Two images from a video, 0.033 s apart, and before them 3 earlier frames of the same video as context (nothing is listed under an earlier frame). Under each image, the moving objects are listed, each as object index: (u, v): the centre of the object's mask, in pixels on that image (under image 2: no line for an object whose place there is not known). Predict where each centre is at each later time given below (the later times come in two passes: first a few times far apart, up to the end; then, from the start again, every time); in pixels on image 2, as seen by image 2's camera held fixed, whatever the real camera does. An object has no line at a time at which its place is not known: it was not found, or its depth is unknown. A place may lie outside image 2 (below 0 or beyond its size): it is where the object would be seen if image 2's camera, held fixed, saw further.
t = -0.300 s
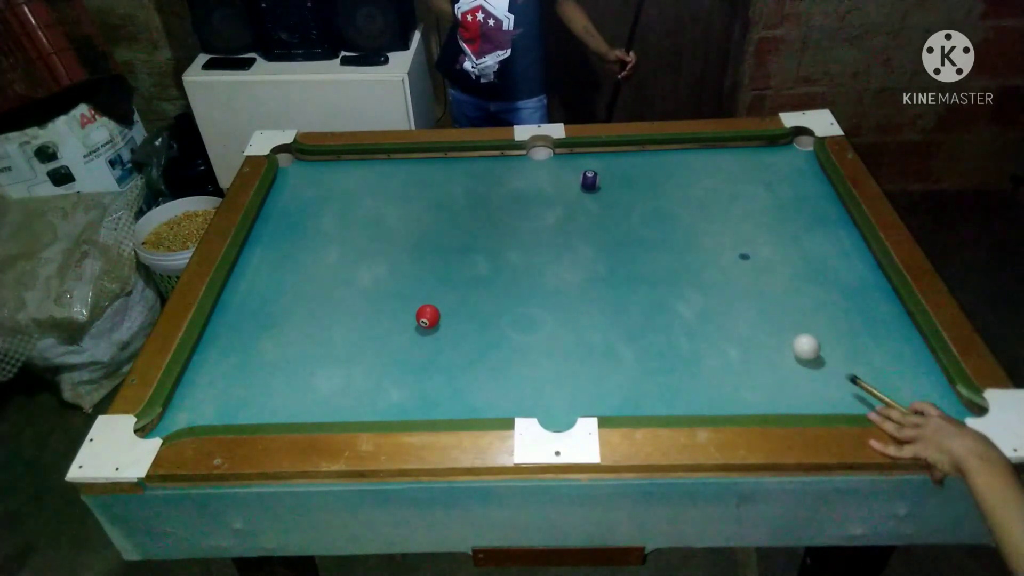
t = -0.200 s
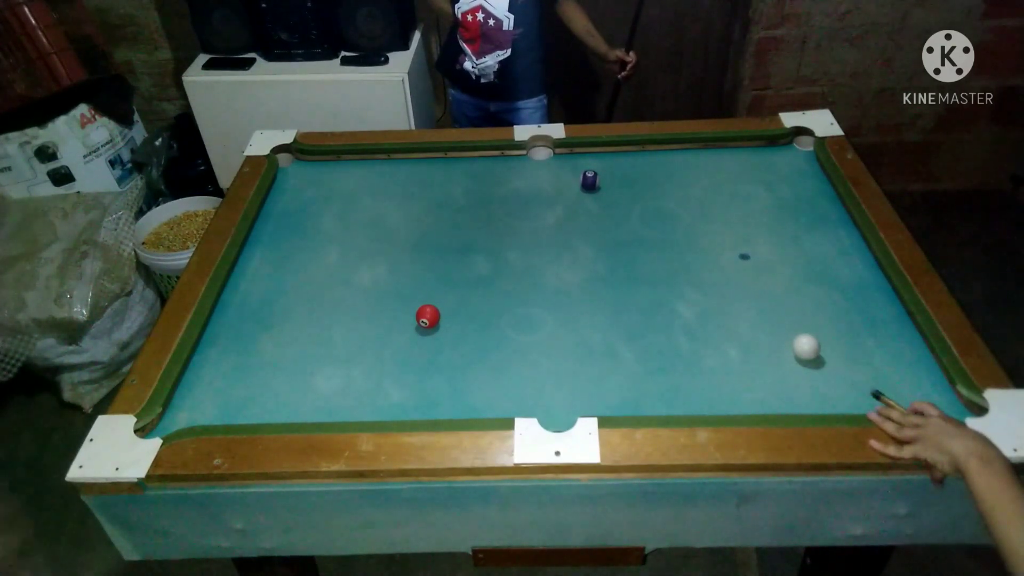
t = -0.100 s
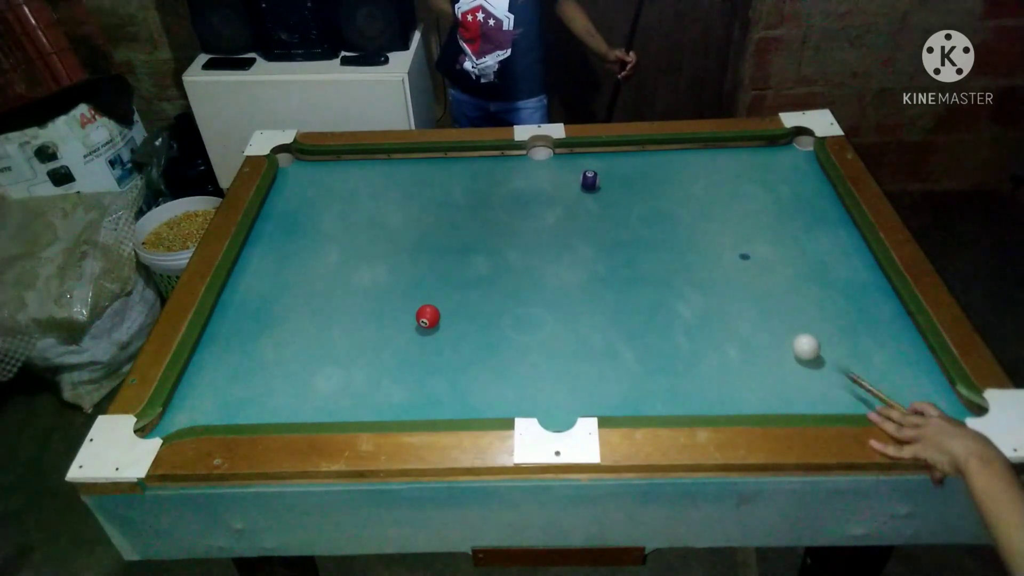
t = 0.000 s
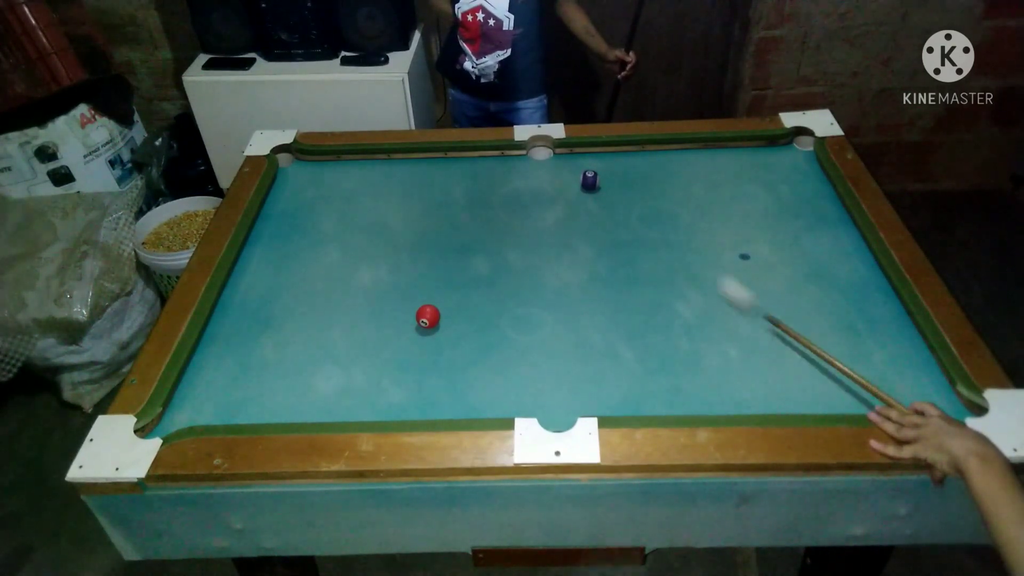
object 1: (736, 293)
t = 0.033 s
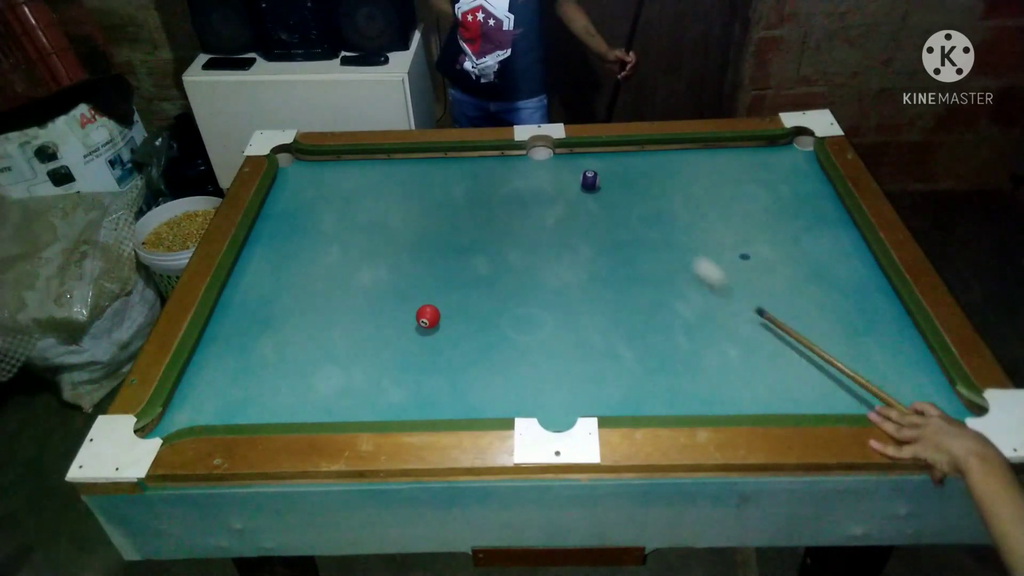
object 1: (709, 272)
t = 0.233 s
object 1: (603, 189)
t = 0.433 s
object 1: (588, 171)
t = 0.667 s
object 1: (571, 153)
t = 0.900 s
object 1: (562, 167)
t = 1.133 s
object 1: (554, 180)
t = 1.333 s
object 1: (549, 189)
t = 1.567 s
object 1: (544, 198)
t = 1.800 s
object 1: (540, 205)
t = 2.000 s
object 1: (539, 209)
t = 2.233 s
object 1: (537, 212)
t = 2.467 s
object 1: (535, 213)
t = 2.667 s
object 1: (535, 213)
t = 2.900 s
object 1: (536, 213)
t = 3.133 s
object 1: (535, 213)
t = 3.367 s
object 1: (535, 213)
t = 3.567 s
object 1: (535, 213)
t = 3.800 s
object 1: (536, 213)
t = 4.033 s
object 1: (535, 213)
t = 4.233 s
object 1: (535, 213)
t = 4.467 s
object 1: (535, 213)
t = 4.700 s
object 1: (535, 213)
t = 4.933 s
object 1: (535, 213)
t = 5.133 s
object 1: (535, 213)
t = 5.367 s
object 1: (536, 213)
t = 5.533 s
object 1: (535, 213)
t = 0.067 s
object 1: (687, 255)
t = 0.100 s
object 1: (665, 238)
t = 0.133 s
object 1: (645, 222)
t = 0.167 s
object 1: (626, 207)
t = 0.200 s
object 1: (608, 194)
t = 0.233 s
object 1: (603, 189)
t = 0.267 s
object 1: (602, 187)
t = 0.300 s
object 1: (600, 184)
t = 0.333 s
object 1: (597, 181)
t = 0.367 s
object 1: (594, 177)
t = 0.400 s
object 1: (591, 174)
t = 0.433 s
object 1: (588, 171)
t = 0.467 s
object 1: (585, 168)
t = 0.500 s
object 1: (583, 165)
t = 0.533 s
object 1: (580, 161)
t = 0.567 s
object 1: (577, 158)
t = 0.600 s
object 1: (575, 156)
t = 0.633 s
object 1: (572, 153)
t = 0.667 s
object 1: (571, 153)
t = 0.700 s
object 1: (569, 156)
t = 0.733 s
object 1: (568, 158)
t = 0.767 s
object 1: (567, 159)
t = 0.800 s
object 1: (566, 162)
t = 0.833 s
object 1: (564, 164)
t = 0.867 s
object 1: (563, 166)
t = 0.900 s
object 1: (562, 167)
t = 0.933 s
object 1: (561, 169)
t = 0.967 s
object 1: (560, 171)
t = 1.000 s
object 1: (559, 173)
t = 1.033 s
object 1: (557, 175)
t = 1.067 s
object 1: (556, 176)
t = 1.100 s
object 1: (556, 178)
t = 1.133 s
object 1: (554, 180)
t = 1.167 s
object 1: (553, 181)
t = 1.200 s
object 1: (552, 183)
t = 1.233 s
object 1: (551, 185)
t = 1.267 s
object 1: (550, 186)
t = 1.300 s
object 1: (549, 188)
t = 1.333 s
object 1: (549, 189)
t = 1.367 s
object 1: (548, 191)
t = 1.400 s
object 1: (547, 192)
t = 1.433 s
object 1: (546, 193)
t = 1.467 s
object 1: (545, 194)
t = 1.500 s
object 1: (545, 195)
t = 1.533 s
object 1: (544, 197)
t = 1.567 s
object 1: (544, 198)
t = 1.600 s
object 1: (543, 199)
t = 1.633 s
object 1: (543, 200)
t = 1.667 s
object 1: (542, 201)
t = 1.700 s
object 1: (542, 203)
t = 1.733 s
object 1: (541, 203)
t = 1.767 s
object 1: (541, 204)
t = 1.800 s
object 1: (540, 205)
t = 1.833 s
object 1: (540, 206)
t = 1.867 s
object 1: (540, 206)
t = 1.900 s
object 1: (539, 207)
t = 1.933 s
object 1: (539, 208)
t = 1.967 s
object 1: (539, 209)
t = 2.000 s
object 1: (539, 209)
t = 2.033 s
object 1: (538, 209)
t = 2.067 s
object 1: (538, 210)
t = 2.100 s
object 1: (538, 210)
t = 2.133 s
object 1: (537, 211)
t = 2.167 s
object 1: (537, 211)
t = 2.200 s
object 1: (537, 211)
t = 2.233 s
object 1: (537, 212)
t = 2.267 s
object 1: (537, 212)
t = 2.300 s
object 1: (536, 212)
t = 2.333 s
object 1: (536, 212)
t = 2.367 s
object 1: (536, 212)
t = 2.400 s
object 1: (535, 213)
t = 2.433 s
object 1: (535, 213)
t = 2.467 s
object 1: (535, 213)
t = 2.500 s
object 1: (535, 213)
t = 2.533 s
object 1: (535, 213)
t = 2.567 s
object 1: (536, 213)
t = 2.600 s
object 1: (535, 213)
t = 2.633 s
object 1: (535, 213)
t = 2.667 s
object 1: (535, 213)
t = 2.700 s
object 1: (535, 213)
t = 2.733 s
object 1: (536, 213)
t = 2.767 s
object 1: (536, 213)
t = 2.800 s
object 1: (535, 213)
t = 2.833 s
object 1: (535, 213)
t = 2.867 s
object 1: (536, 213)
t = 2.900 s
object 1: (536, 213)
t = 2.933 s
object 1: (535, 213)
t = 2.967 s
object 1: (536, 213)
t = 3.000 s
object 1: (535, 213)
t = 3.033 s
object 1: (535, 213)
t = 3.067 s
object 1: (536, 213)
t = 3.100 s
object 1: (535, 213)
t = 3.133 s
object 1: (535, 213)
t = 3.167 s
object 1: (536, 213)
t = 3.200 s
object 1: (536, 213)
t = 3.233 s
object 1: (536, 213)
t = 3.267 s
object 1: (535, 213)
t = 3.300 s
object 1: (535, 213)
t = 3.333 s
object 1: (535, 213)
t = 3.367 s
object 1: (535, 213)
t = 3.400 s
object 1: (535, 213)
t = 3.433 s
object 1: (536, 213)
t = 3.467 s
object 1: (535, 213)
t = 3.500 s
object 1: (535, 213)
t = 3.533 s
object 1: (535, 213)
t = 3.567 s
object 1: (535, 213)
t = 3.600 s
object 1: (535, 213)
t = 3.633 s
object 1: (535, 213)
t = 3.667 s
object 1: (535, 213)
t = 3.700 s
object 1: (535, 213)
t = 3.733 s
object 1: (535, 213)
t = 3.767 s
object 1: (536, 213)
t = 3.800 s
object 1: (536, 213)
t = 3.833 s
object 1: (536, 213)
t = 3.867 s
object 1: (536, 213)
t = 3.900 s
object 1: (536, 213)
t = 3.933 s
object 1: (535, 213)
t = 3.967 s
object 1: (536, 213)
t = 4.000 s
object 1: (535, 213)
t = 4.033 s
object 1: (535, 213)
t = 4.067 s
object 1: (535, 213)
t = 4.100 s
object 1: (535, 213)
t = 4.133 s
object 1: (535, 213)
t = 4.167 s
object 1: (535, 213)
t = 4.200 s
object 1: (535, 213)
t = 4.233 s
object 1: (535, 213)
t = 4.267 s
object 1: (535, 213)
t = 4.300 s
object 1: (535, 213)
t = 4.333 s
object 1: (535, 213)
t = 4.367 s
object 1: (535, 213)
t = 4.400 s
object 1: (535, 213)
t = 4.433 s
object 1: (535, 213)
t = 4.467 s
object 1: (535, 213)
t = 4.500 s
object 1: (535, 213)
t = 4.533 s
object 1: (535, 213)
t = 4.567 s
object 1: (535, 213)
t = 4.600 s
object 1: (535, 213)
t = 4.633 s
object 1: (535, 213)
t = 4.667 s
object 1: (535, 213)
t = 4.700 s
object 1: (535, 213)
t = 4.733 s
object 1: (535, 213)
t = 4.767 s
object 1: (535, 213)
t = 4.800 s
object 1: (535, 213)
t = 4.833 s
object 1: (535, 213)
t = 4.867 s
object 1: (535, 213)
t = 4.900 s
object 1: (535, 213)
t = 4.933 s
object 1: (535, 213)
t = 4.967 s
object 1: (535, 213)
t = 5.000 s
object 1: (535, 213)
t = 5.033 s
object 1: (535, 213)
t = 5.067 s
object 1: (535, 213)
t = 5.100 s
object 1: (535, 213)
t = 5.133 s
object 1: (535, 213)
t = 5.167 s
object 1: (535, 213)
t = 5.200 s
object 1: (535, 213)
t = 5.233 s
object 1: (535, 213)
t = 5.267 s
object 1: (535, 213)
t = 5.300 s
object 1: (536, 213)
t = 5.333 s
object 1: (536, 213)
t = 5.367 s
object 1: (536, 213)
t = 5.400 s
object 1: (535, 213)
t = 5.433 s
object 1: (536, 213)
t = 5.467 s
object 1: (536, 213)
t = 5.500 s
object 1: (536, 213)
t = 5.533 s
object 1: (535, 213)
